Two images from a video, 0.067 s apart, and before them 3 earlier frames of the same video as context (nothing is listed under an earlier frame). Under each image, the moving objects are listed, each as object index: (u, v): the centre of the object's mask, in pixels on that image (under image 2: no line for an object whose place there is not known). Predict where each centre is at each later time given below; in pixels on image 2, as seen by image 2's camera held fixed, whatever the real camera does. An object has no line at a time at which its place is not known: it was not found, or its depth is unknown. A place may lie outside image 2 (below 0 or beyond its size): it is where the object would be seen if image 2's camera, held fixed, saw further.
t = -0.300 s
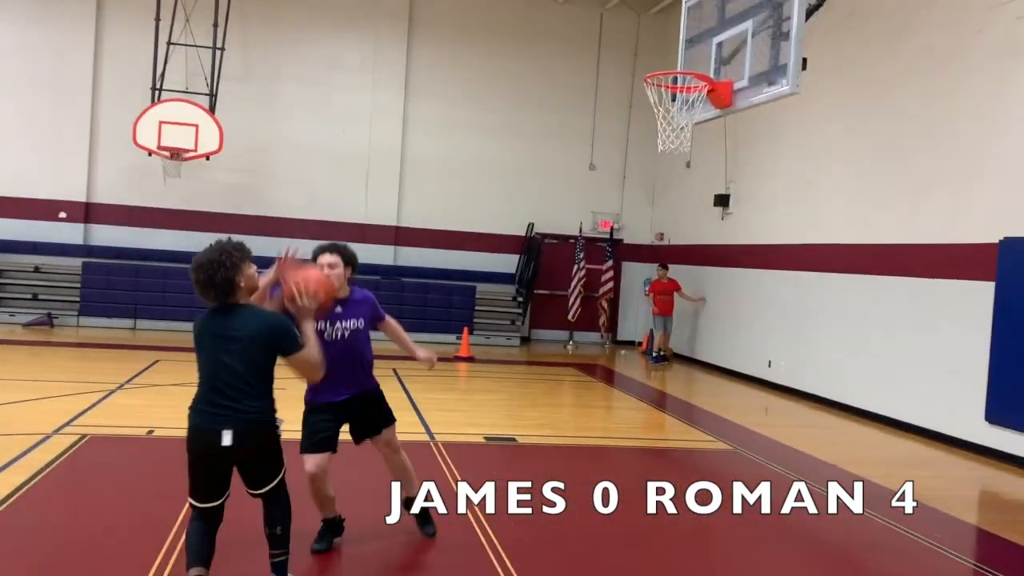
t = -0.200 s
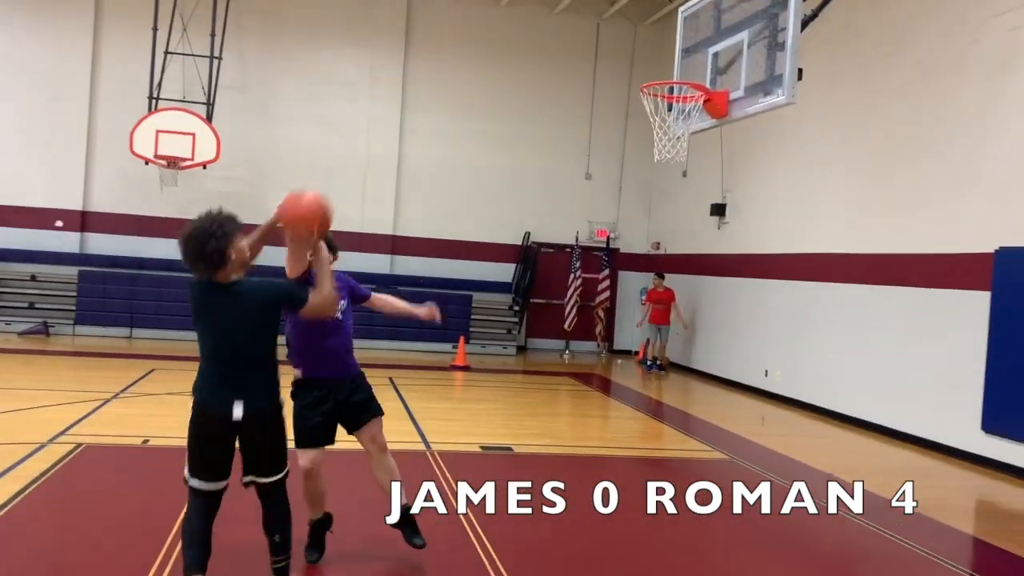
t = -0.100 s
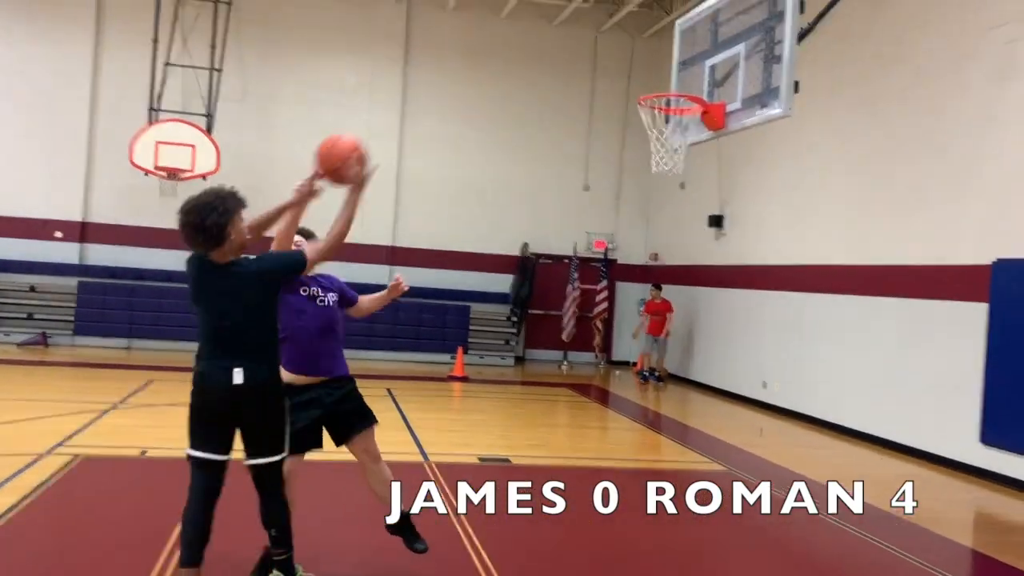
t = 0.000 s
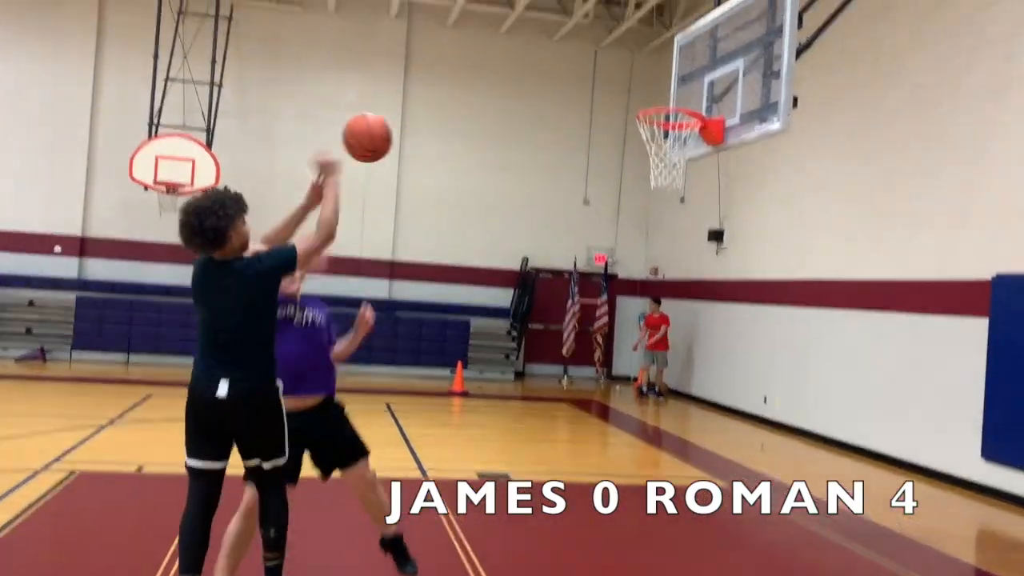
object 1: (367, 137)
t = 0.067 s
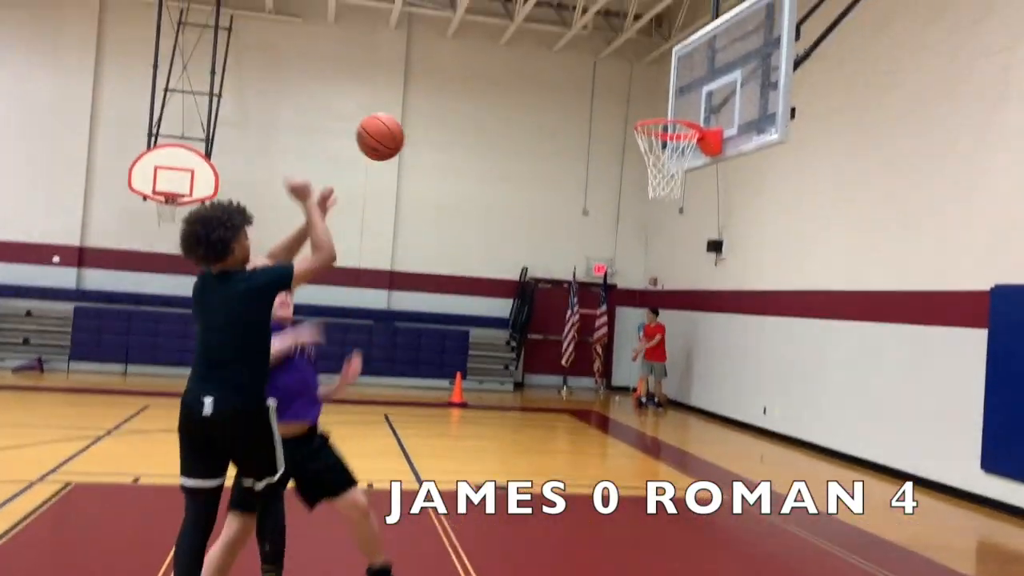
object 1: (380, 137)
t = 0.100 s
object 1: (388, 134)
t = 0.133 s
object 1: (394, 133)
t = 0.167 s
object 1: (400, 135)
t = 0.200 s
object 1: (405, 139)
